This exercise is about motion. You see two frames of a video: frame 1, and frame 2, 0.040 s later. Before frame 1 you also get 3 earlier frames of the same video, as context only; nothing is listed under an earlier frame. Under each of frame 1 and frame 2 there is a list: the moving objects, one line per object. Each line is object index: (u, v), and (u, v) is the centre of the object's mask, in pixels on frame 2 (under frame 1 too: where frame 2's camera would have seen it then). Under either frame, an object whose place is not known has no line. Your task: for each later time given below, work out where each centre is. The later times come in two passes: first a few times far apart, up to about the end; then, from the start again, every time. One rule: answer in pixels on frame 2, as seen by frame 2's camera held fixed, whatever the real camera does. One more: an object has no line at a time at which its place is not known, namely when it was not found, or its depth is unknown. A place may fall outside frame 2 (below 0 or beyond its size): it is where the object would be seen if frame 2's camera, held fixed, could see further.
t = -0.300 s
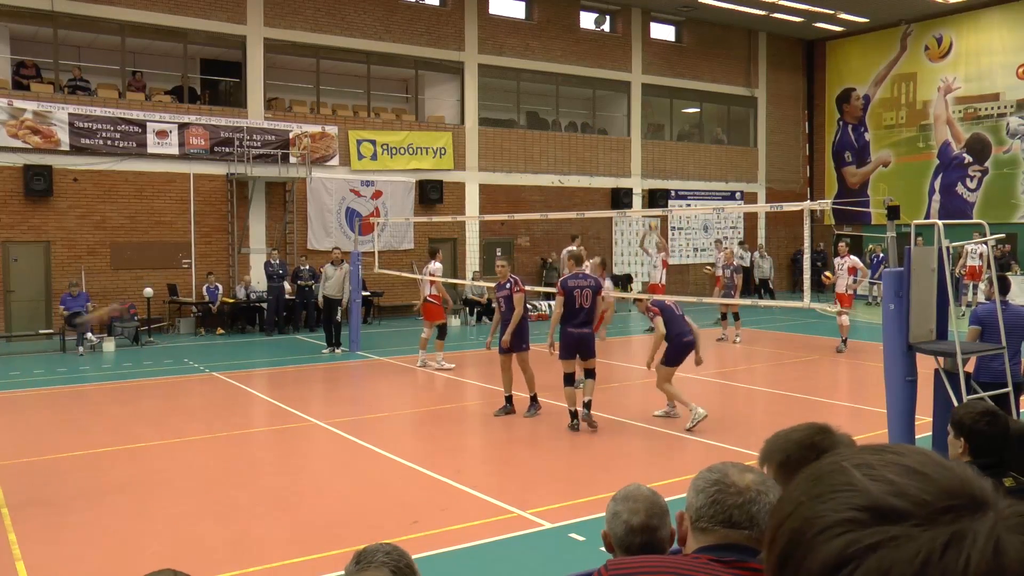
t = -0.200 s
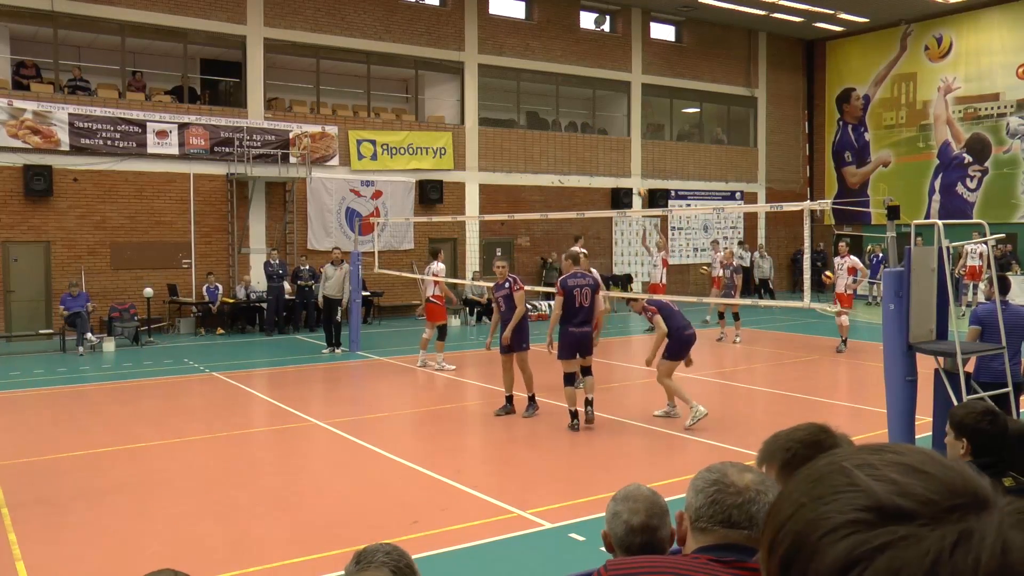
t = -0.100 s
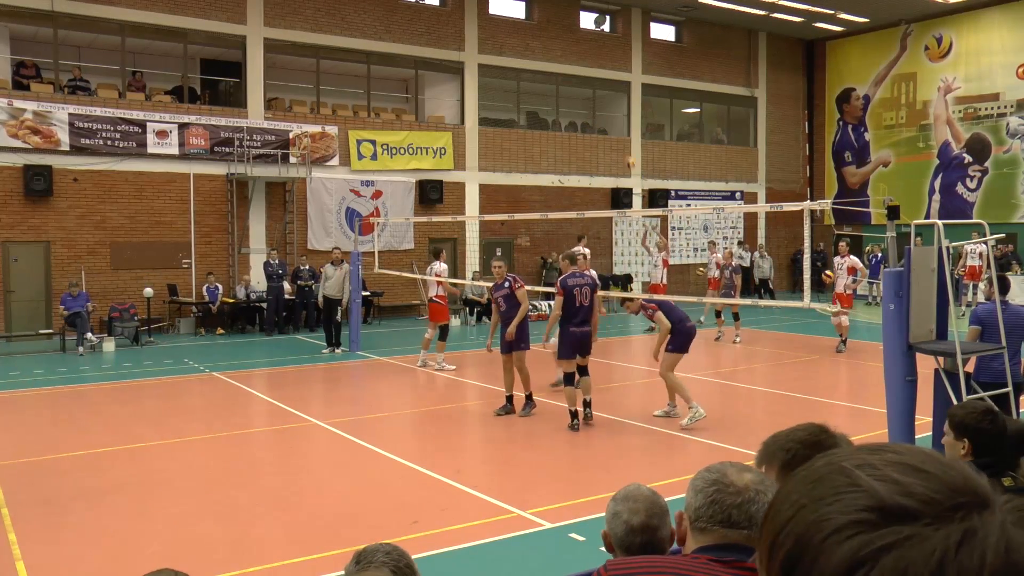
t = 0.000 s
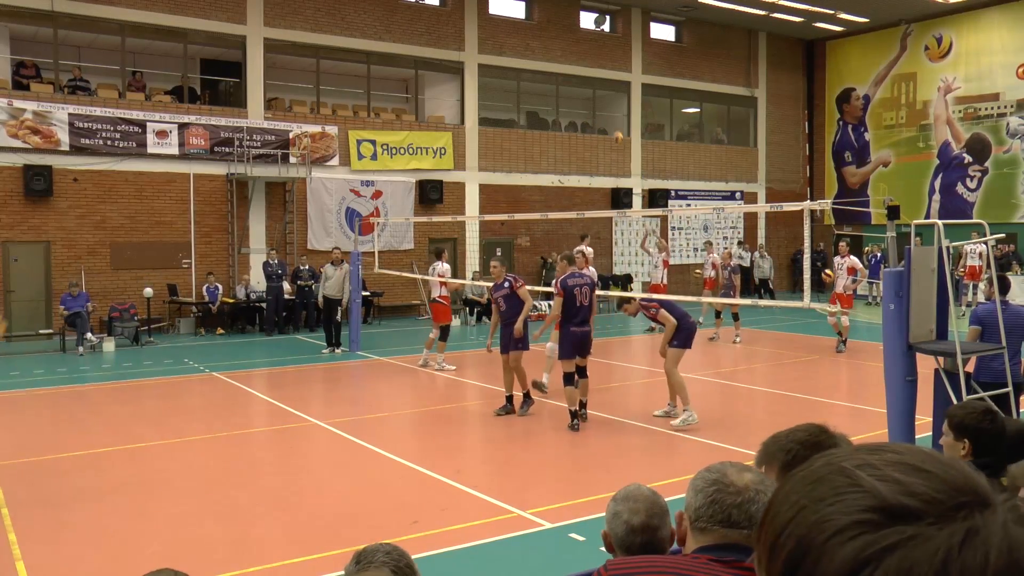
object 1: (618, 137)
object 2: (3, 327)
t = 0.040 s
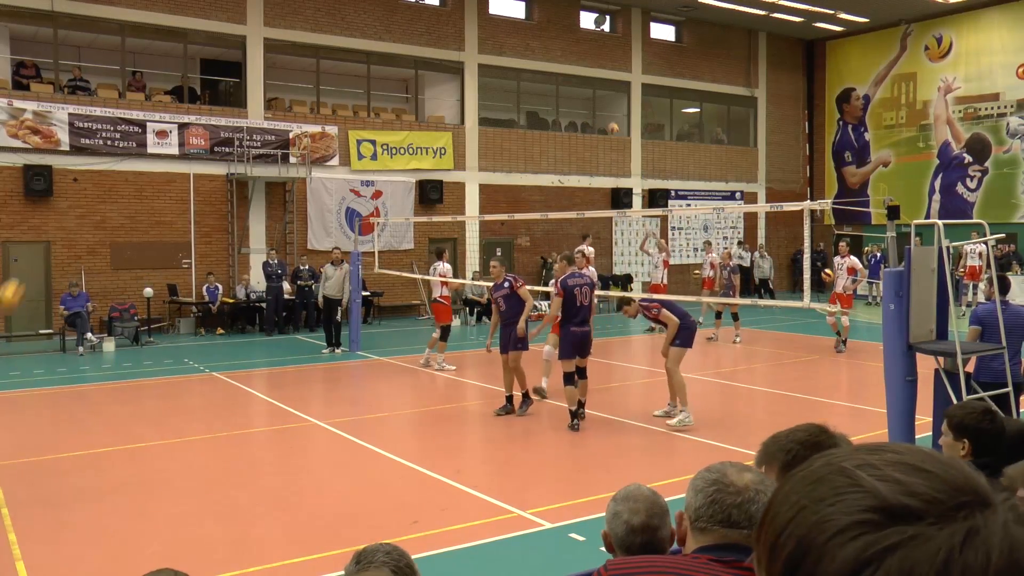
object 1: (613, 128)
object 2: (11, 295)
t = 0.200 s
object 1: (594, 100)
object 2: (75, 173)
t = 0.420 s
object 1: (565, 81)
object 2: (156, 64)
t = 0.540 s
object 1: (550, 81)
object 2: (197, 32)
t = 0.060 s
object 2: (18, 276)
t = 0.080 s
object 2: (27, 260)
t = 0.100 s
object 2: (36, 244)
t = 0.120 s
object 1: (603, 113)
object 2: (44, 229)
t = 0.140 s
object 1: (601, 110)
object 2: (52, 212)
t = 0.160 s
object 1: (599, 106)
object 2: (60, 198)
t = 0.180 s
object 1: (596, 103)
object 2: (68, 186)
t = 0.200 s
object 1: (594, 100)
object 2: (75, 173)
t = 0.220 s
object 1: (591, 98)
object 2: (83, 158)
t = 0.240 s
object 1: (589, 95)
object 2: (91, 147)
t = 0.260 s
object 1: (586, 93)
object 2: (98, 137)
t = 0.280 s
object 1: (584, 91)
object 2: (105, 126)
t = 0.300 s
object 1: (581, 89)
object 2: (113, 115)
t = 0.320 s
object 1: (579, 87)
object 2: (120, 105)
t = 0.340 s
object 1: (576, 85)
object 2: (128, 94)
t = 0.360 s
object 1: (573, 84)
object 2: (134, 88)
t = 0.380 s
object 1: (571, 83)
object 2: (140, 81)
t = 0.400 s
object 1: (568, 82)
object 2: (148, 73)
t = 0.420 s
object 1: (565, 81)
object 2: (156, 64)
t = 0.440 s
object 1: (563, 81)
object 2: (163, 58)
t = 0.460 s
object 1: (560, 80)
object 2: (170, 52)
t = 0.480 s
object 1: (558, 80)
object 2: (176, 47)
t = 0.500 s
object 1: (555, 80)
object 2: (184, 41)
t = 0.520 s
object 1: (553, 81)
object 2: (190, 37)
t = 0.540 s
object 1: (550, 81)
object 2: (197, 32)
